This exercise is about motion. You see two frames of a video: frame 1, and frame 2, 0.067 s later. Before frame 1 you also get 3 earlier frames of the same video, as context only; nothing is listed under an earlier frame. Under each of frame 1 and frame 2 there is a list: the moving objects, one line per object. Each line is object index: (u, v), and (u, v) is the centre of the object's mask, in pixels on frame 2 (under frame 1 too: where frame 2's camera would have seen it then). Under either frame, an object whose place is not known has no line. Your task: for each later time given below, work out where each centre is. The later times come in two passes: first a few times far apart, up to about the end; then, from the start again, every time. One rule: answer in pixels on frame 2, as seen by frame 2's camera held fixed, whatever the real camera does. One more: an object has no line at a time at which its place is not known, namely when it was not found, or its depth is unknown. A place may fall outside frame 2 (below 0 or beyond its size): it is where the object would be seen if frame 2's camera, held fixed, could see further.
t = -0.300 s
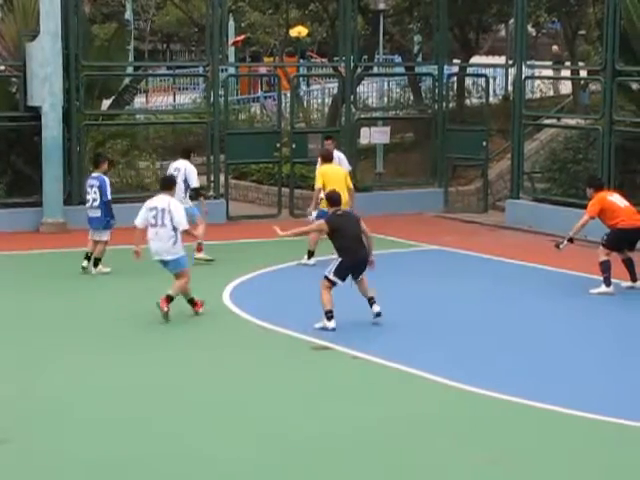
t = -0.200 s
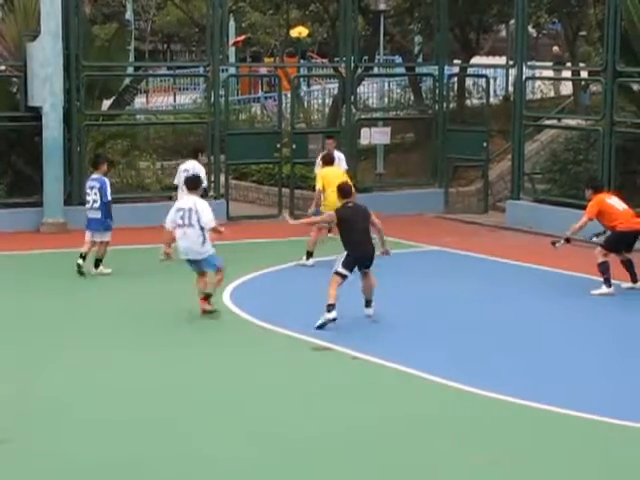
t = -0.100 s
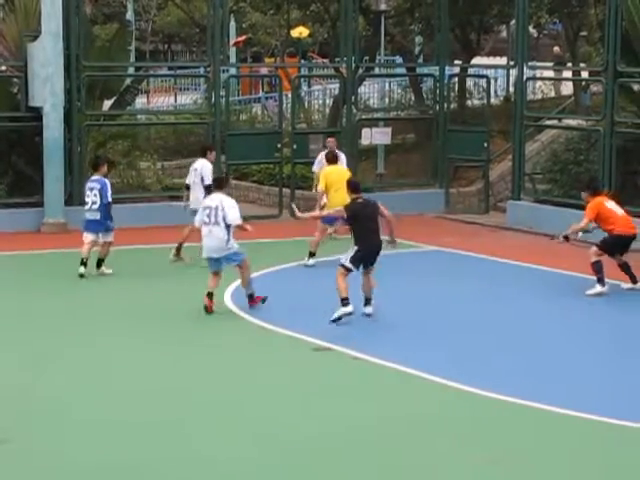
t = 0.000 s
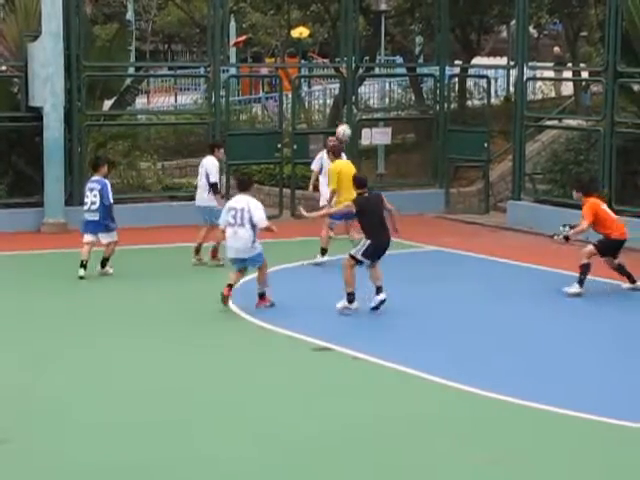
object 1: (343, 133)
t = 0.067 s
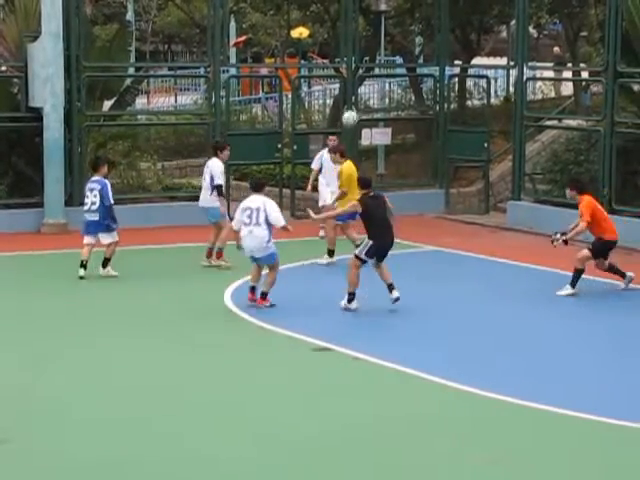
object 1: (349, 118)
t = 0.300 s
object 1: (375, 86)
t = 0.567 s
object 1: (407, 100)
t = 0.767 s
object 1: (435, 149)
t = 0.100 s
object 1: (353, 112)
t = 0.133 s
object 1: (356, 106)
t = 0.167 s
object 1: (360, 102)
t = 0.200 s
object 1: (362, 96)
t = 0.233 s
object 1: (366, 91)
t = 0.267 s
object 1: (371, 89)
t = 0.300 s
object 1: (375, 86)
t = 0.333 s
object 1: (379, 85)
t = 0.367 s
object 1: (382, 85)
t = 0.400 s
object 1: (388, 85)
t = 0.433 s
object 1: (391, 87)
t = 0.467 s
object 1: (394, 89)
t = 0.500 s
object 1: (399, 92)
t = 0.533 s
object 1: (403, 95)
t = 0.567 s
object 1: (407, 100)
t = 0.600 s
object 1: (411, 105)
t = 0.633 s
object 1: (416, 113)
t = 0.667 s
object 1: (420, 120)
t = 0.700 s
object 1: (425, 129)
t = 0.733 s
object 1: (430, 138)
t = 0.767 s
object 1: (435, 149)
